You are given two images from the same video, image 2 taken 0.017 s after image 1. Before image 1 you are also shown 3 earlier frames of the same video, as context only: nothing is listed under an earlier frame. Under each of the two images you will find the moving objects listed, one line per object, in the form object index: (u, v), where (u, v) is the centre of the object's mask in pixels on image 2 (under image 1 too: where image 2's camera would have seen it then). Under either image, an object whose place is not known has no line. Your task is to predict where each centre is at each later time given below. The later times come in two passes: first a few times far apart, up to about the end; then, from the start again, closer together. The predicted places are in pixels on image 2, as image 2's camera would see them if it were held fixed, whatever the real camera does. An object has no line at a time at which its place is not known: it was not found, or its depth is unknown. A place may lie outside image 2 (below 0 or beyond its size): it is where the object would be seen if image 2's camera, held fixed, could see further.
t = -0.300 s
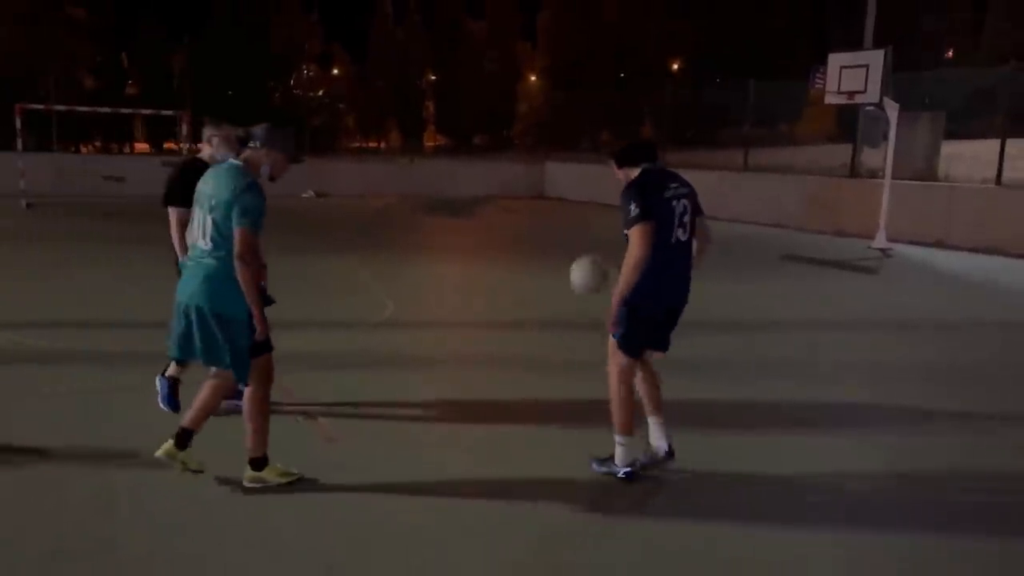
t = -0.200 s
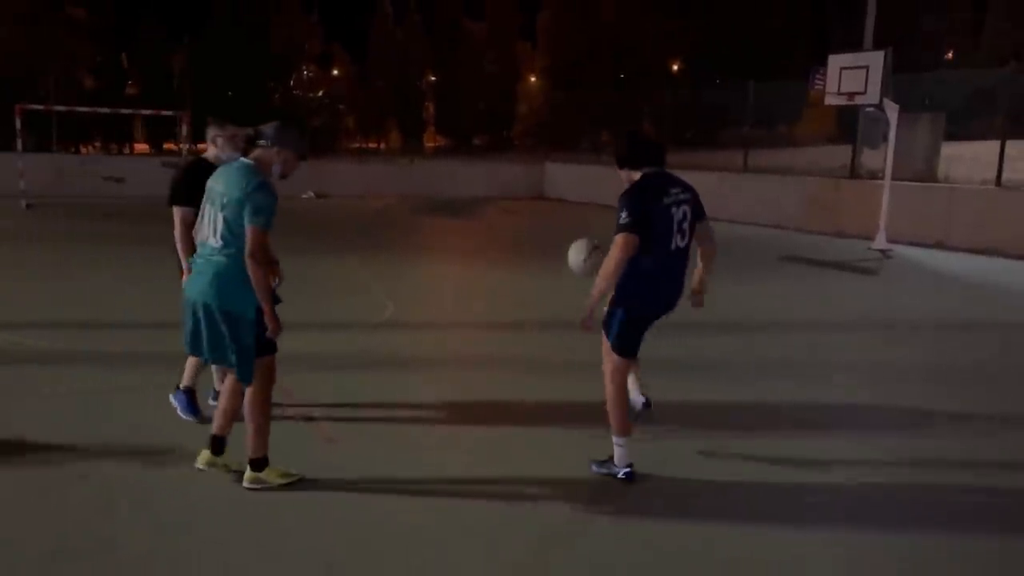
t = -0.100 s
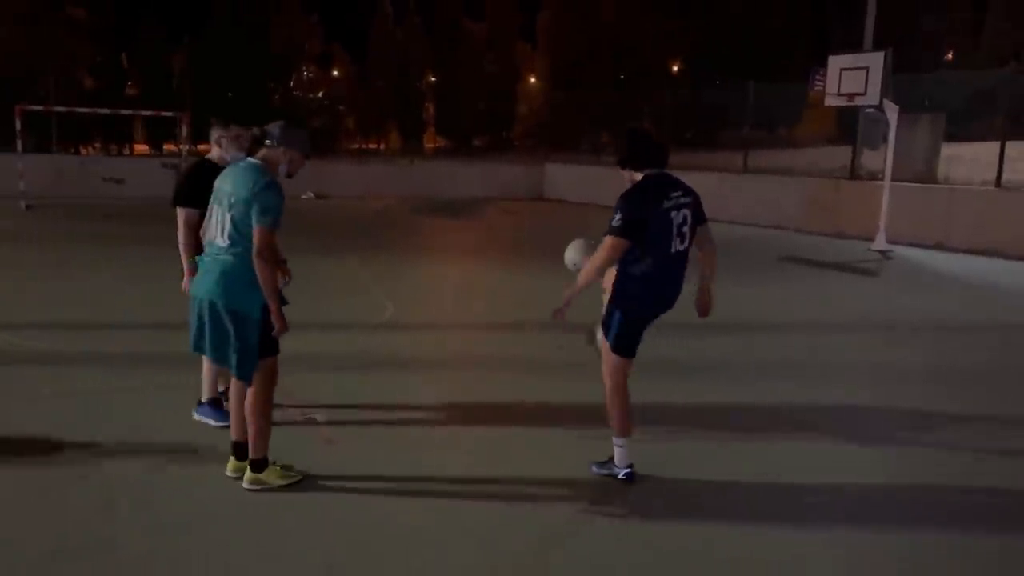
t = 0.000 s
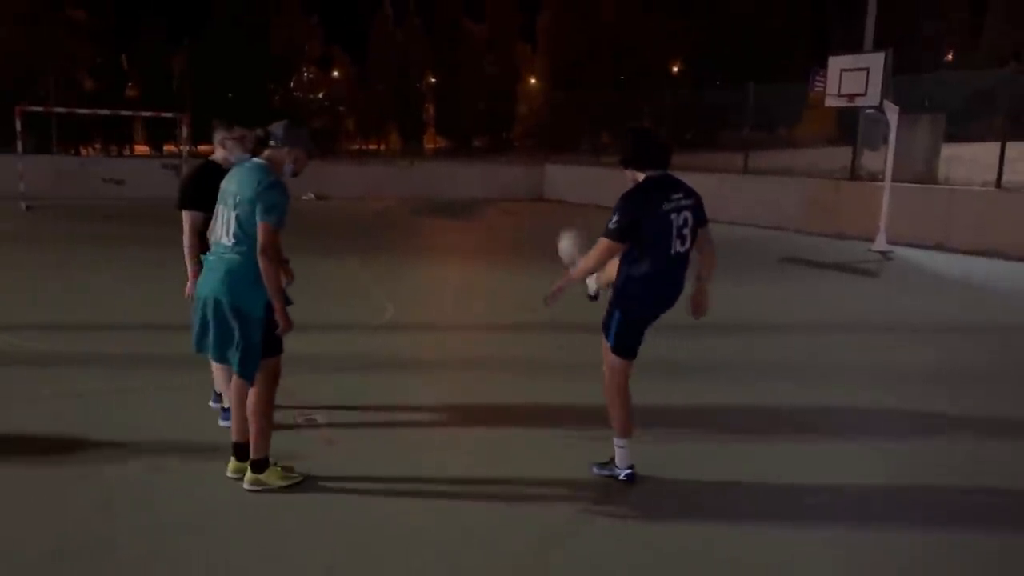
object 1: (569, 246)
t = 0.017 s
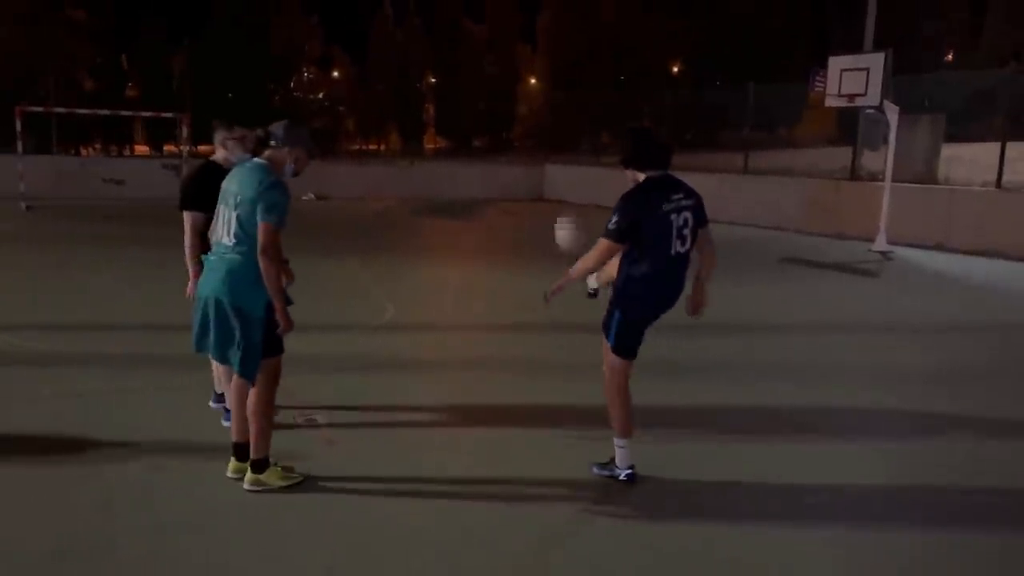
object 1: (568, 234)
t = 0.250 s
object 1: (530, 88)
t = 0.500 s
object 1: (480, 32)
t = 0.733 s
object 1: (434, 85)
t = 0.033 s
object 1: (566, 221)
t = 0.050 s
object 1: (561, 208)
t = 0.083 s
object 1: (553, 184)
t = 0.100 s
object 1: (555, 169)
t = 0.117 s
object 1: (554, 159)
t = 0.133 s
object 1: (552, 149)
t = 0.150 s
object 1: (549, 140)
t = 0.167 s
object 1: (546, 131)
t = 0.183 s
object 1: (543, 121)
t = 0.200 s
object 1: (540, 112)
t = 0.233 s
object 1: (534, 96)
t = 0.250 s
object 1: (530, 88)
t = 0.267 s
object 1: (526, 80)
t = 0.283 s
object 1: (522, 74)
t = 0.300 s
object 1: (519, 67)
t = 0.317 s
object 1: (517, 62)
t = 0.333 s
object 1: (513, 57)
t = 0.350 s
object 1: (510, 52)
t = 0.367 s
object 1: (507, 48)
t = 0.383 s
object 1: (503, 44)
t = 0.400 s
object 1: (500, 40)
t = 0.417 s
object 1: (496, 37)
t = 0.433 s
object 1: (493, 35)
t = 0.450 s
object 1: (490, 33)
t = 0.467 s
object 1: (487, 32)
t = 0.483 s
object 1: (483, 32)
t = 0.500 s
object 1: (480, 32)
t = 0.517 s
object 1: (476, 32)
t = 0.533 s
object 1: (473, 33)
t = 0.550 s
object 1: (469, 34)
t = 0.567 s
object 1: (466, 36)
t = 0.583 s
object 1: (463, 39)
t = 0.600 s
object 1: (460, 42)
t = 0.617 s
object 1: (457, 46)
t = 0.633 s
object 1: (453, 50)
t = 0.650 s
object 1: (450, 54)
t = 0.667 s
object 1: (447, 60)
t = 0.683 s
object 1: (443, 64)
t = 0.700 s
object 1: (440, 71)
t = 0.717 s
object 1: (437, 77)
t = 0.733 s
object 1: (434, 85)
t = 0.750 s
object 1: (431, 92)
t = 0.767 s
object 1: (428, 99)
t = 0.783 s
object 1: (425, 108)
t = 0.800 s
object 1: (422, 117)
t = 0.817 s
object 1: (418, 125)
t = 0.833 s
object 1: (414, 134)
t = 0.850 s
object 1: (410, 143)
